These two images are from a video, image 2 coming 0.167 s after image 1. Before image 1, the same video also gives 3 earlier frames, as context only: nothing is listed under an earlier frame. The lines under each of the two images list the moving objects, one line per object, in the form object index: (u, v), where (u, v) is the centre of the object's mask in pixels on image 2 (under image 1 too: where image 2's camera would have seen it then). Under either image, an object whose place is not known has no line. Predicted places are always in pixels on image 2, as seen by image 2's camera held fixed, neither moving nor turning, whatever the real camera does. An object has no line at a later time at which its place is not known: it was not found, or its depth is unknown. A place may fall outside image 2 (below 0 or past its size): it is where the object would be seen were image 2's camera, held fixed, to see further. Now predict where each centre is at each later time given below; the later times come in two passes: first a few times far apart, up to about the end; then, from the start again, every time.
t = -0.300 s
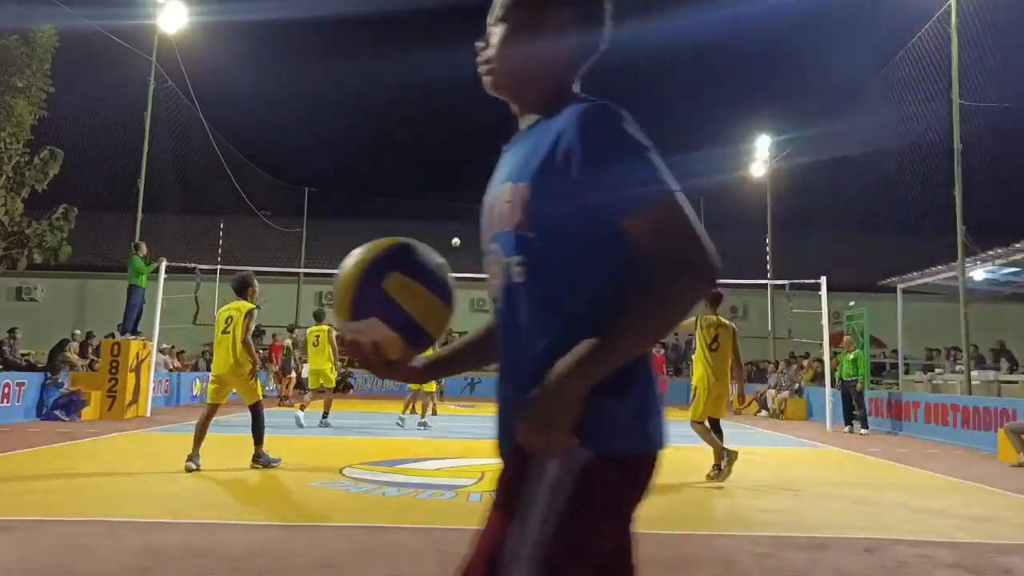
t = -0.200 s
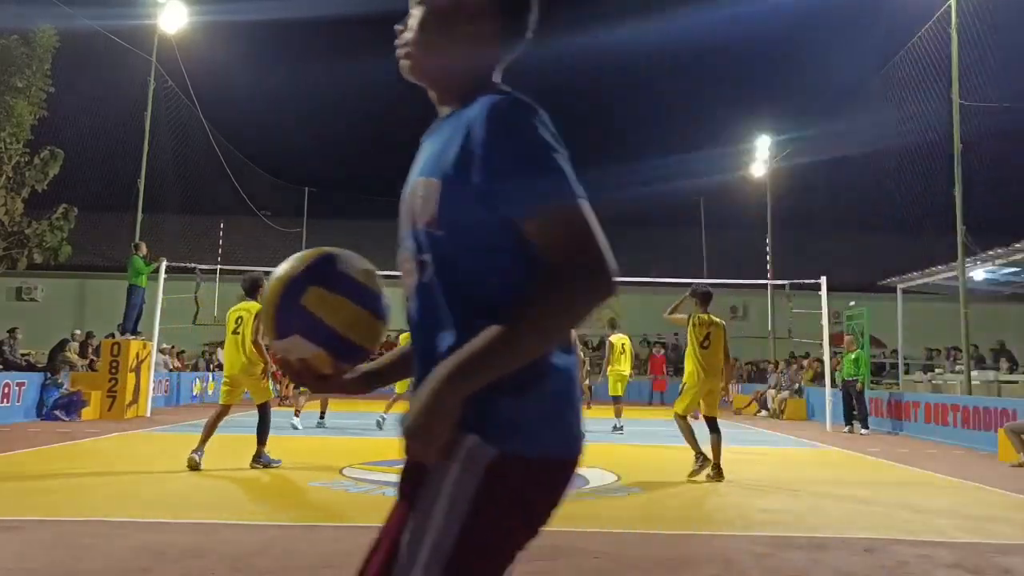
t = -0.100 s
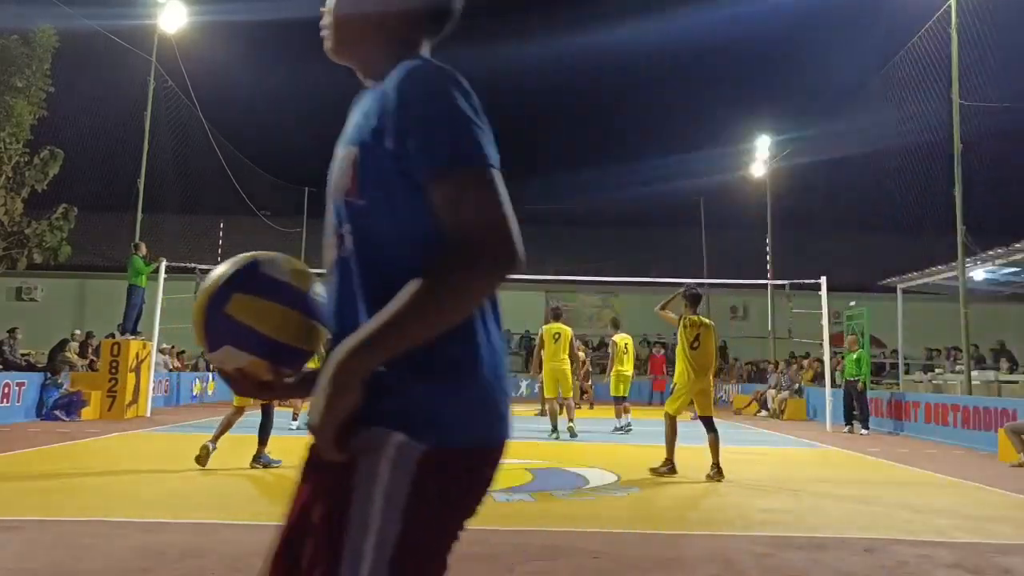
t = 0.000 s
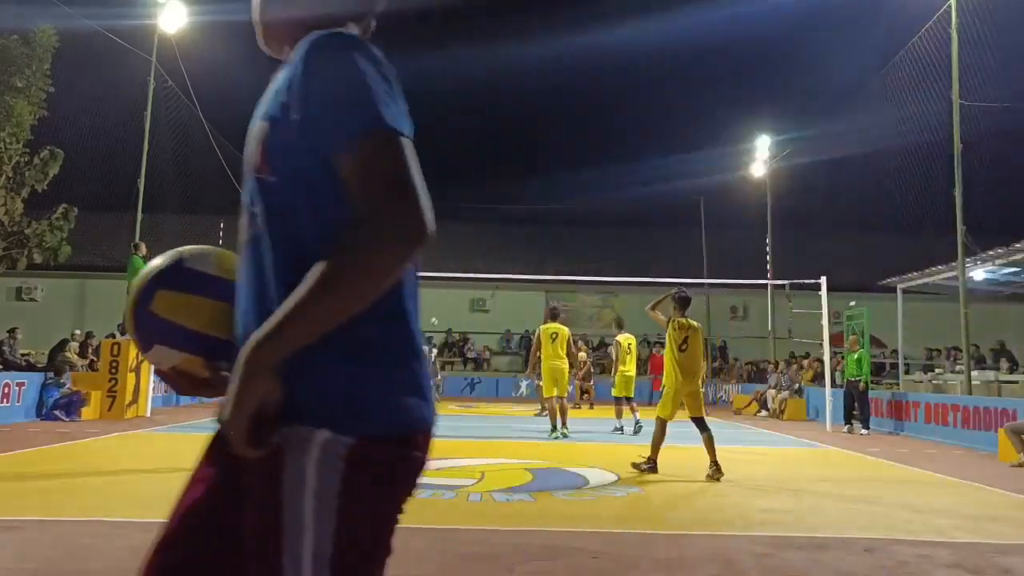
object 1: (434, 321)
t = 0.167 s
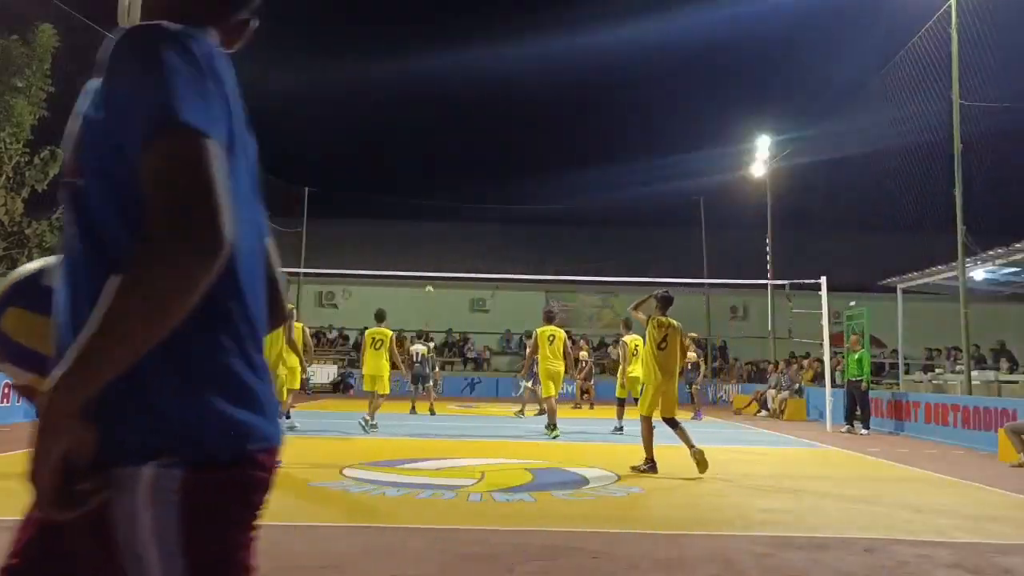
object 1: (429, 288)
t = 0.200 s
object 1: (428, 278)
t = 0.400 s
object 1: (426, 218)
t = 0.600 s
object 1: (422, 172)
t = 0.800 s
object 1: (417, 139)
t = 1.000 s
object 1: (412, 121)
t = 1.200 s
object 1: (405, 119)
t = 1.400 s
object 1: (397, 134)
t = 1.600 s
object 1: (388, 168)
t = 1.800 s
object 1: (378, 223)
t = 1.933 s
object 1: (373, 272)
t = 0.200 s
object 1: (428, 278)
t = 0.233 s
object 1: (428, 267)
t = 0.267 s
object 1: (428, 257)
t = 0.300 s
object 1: (427, 247)
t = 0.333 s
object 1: (427, 237)
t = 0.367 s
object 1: (427, 227)
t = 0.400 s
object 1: (426, 218)
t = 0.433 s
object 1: (425, 210)
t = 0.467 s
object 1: (425, 201)
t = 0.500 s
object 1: (424, 193)
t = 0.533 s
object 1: (423, 186)
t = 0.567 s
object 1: (423, 179)
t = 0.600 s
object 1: (422, 172)
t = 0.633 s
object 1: (421, 165)
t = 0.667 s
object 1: (421, 159)
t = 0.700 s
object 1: (420, 154)
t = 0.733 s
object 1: (419, 148)
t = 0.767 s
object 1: (418, 144)
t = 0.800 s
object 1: (417, 139)
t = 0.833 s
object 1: (417, 135)
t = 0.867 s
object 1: (416, 131)
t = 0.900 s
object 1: (415, 128)
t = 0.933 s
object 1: (414, 125)
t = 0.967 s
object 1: (412, 123)
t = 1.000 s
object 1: (412, 121)
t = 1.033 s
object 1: (411, 119)
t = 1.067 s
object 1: (409, 118)
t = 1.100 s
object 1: (408, 118)
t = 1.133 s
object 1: (407, 117)
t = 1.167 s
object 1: (406, 118)
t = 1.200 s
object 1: (405, 119)
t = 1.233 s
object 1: (403, 120)
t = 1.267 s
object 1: (402, 121)
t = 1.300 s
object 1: (401, 124)
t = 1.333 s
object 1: (400, 126)
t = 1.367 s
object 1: (398, 130)
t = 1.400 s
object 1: (397, 134)
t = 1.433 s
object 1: (396, 138)
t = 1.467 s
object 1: (394, 143)
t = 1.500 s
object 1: (393, 148)
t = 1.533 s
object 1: (391, 154)
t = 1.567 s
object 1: (390, 161)
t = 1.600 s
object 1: (388, 168)
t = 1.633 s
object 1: (387, 175)
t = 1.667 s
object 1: (385, 184)
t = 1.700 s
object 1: (383, 192)
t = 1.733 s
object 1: (382, 202)
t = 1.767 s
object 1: (380, 212)
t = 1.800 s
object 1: (378, 223)
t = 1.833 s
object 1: (377, 234)
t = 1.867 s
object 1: (375, 246)
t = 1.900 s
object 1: (374, 259)
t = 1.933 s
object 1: (373, 272)
